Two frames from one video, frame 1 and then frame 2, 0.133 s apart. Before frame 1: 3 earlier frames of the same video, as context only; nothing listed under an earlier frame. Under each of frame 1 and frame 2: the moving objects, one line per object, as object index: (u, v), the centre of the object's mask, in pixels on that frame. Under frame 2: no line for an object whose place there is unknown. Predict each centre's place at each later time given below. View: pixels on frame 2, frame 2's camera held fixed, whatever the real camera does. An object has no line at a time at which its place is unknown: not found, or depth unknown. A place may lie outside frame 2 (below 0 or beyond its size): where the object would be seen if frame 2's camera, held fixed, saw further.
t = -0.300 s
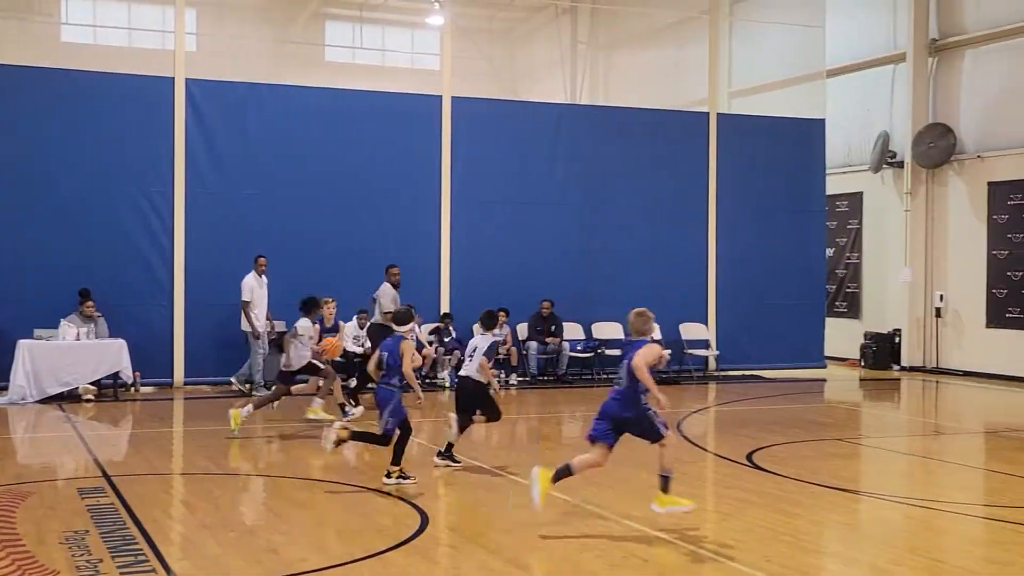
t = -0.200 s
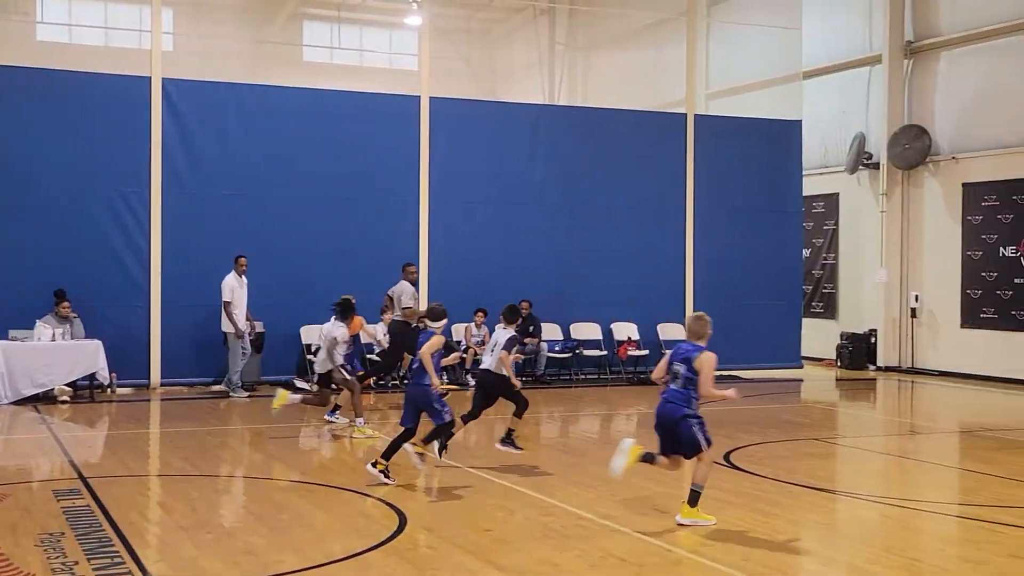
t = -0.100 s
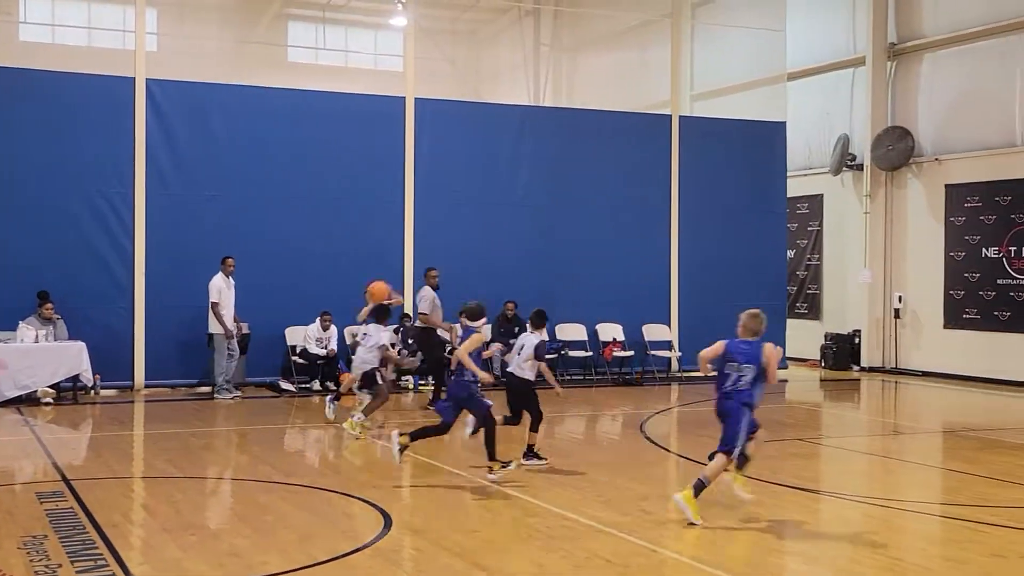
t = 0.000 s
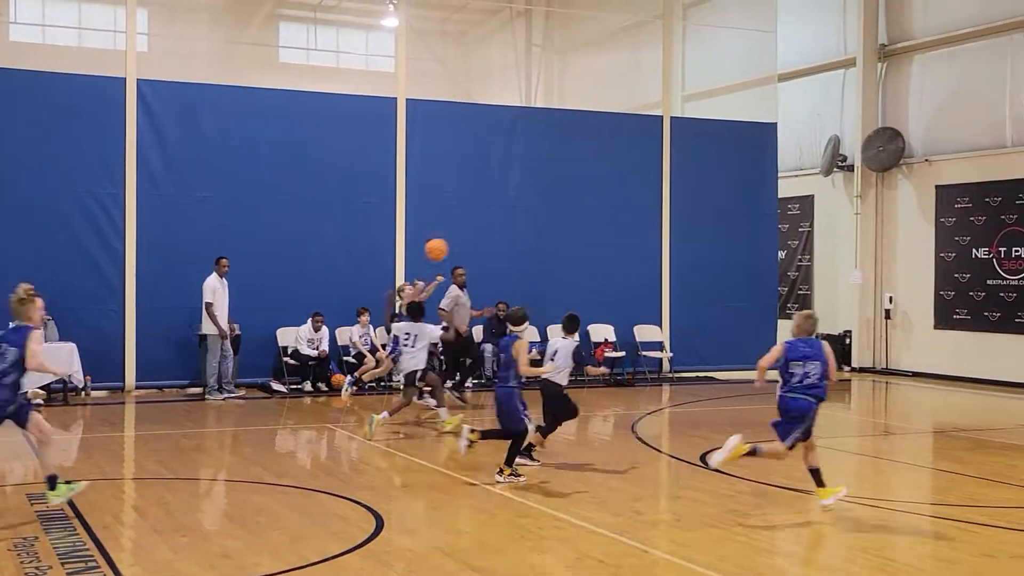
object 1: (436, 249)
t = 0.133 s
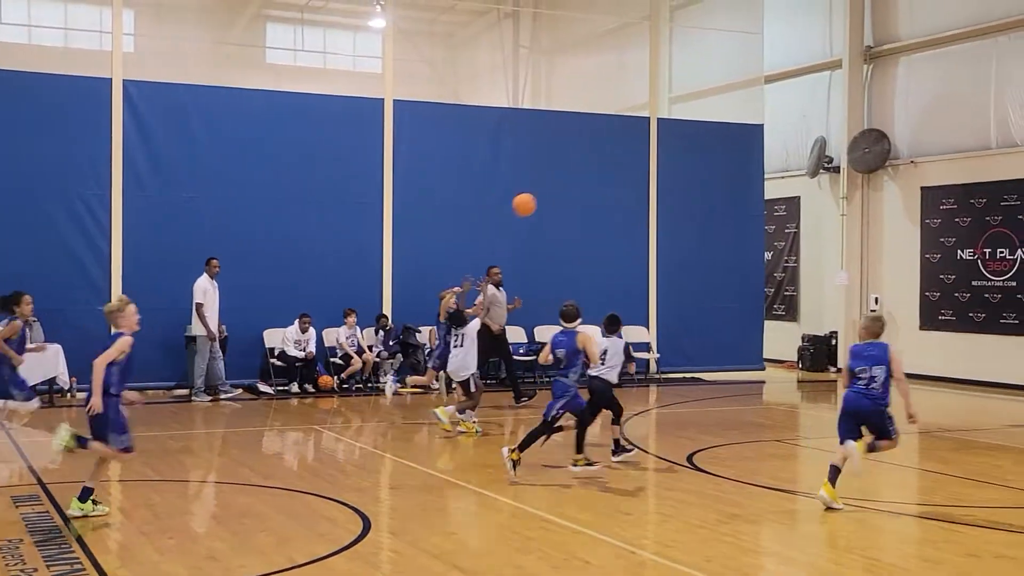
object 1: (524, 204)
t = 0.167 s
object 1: (550, 195)
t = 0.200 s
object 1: (577, 187)
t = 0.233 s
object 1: (603, 179)
